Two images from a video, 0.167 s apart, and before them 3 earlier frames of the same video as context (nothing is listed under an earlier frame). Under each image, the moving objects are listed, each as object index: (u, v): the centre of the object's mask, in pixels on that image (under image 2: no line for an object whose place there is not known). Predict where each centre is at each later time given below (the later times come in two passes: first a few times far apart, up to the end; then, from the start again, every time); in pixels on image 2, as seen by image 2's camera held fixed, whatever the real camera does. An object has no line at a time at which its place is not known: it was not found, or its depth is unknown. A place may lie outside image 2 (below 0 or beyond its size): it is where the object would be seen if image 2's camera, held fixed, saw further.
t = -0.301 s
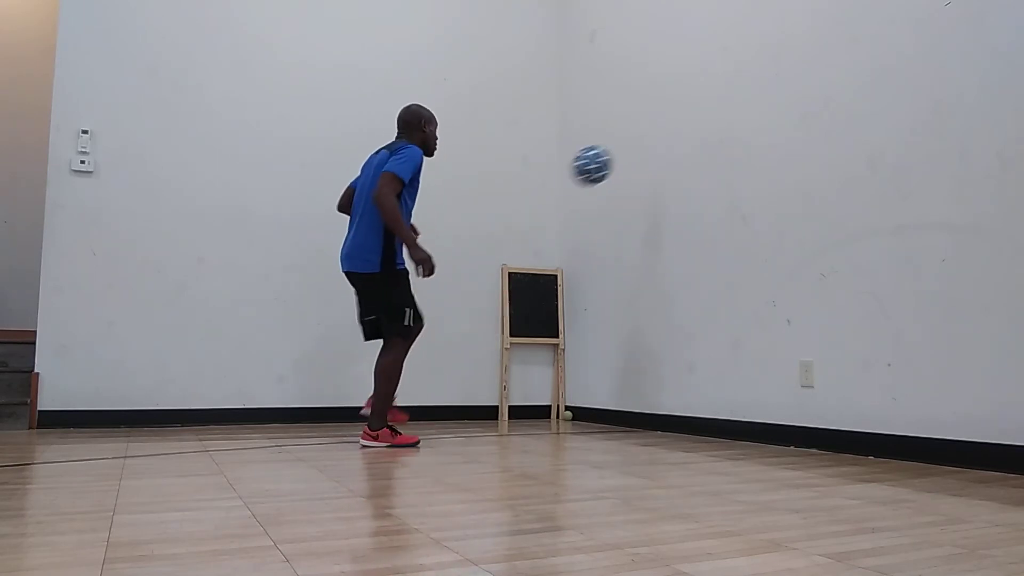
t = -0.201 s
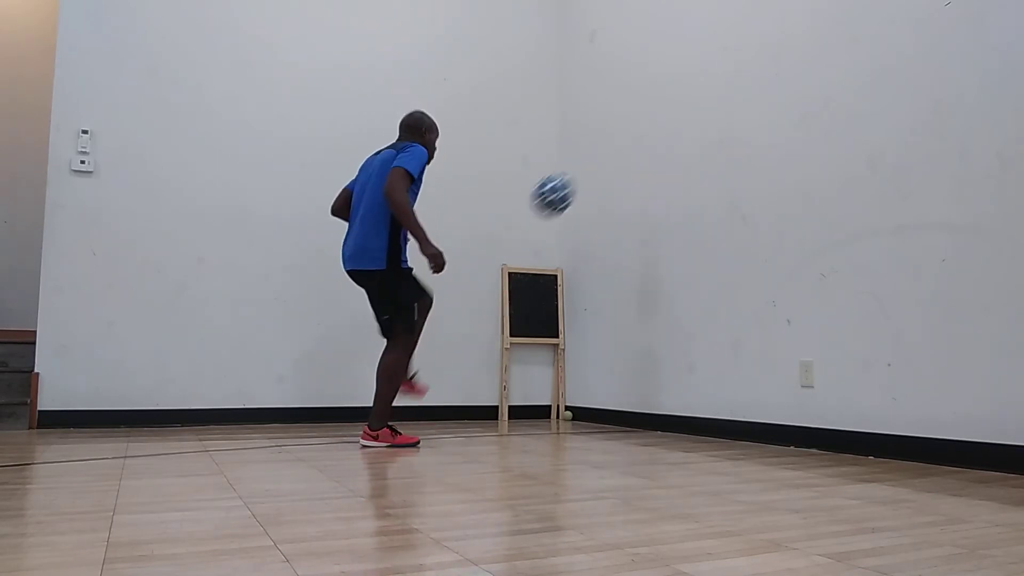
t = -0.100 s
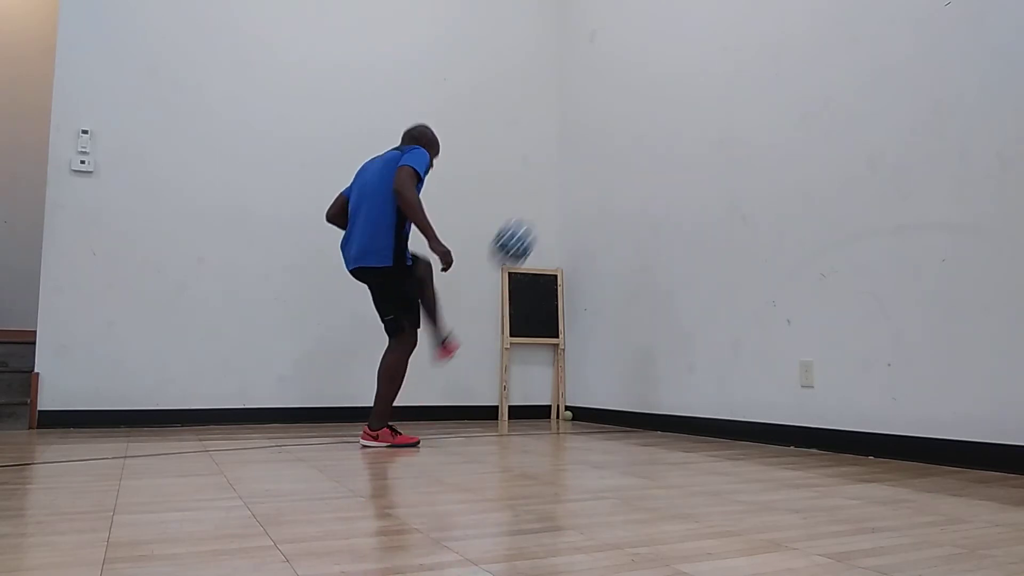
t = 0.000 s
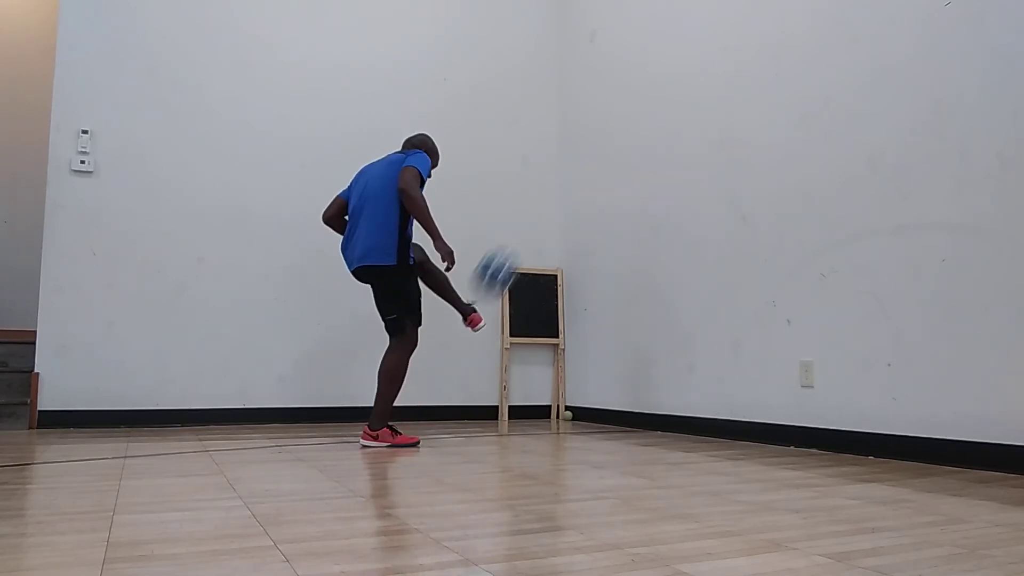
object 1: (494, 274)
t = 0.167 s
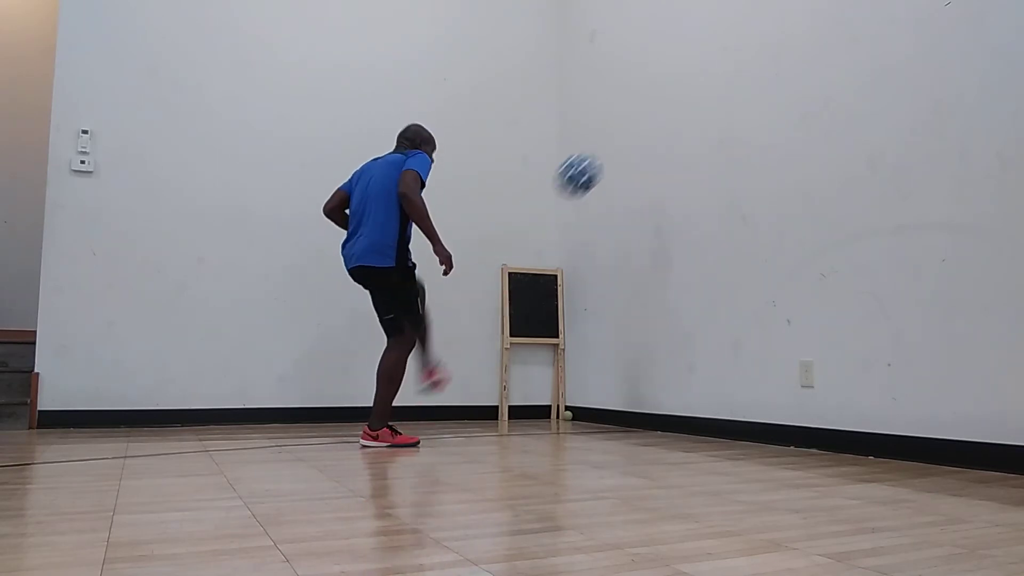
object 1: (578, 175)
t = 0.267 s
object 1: (625, 141)
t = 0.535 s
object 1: (617, 121)
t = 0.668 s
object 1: (569, 155)
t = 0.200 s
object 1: (594, 161)
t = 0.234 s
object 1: (609, 150)
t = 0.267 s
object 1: (625, 141)
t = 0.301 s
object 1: (641, 134)
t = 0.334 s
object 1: (656, 128)
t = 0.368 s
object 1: (670, 124)
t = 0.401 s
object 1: (661, 120)
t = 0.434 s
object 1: (650, 117)
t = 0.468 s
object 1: (639, 116)
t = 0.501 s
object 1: (628, 117)
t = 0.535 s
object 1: (617, 121)
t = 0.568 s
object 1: (606, 126)
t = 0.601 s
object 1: (594, 133)
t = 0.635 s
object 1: (582, 143)
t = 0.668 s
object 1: (569, 155)
